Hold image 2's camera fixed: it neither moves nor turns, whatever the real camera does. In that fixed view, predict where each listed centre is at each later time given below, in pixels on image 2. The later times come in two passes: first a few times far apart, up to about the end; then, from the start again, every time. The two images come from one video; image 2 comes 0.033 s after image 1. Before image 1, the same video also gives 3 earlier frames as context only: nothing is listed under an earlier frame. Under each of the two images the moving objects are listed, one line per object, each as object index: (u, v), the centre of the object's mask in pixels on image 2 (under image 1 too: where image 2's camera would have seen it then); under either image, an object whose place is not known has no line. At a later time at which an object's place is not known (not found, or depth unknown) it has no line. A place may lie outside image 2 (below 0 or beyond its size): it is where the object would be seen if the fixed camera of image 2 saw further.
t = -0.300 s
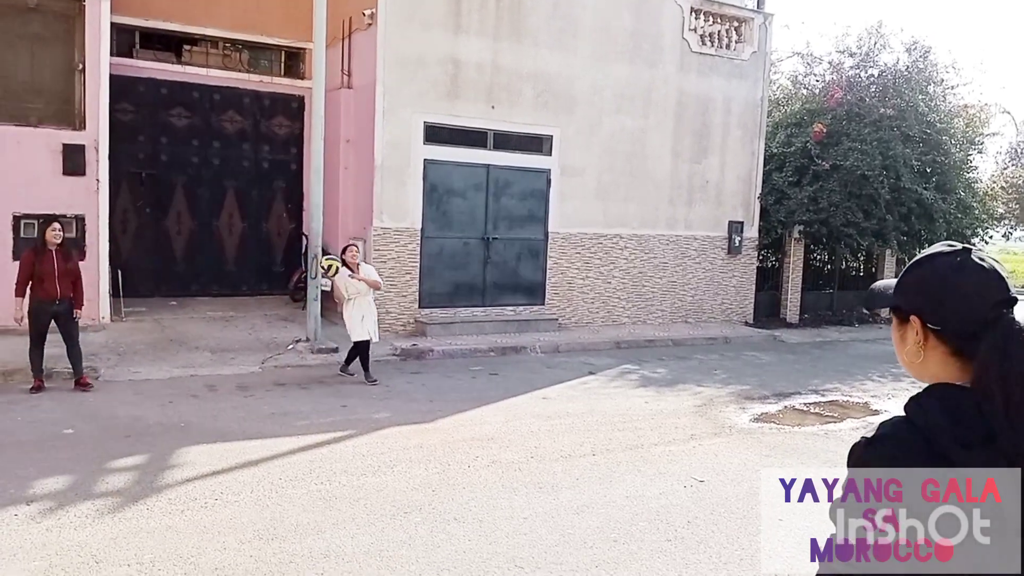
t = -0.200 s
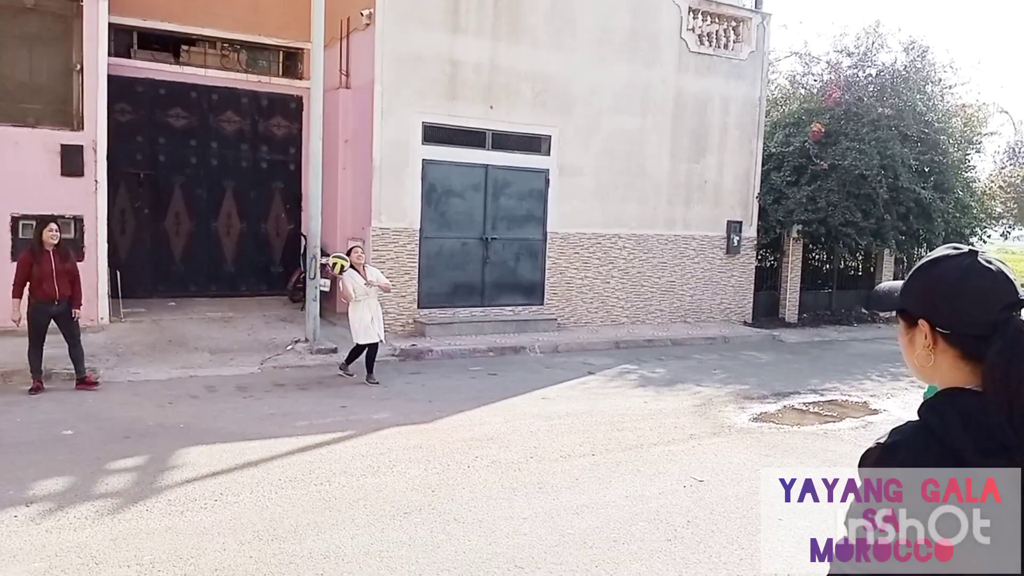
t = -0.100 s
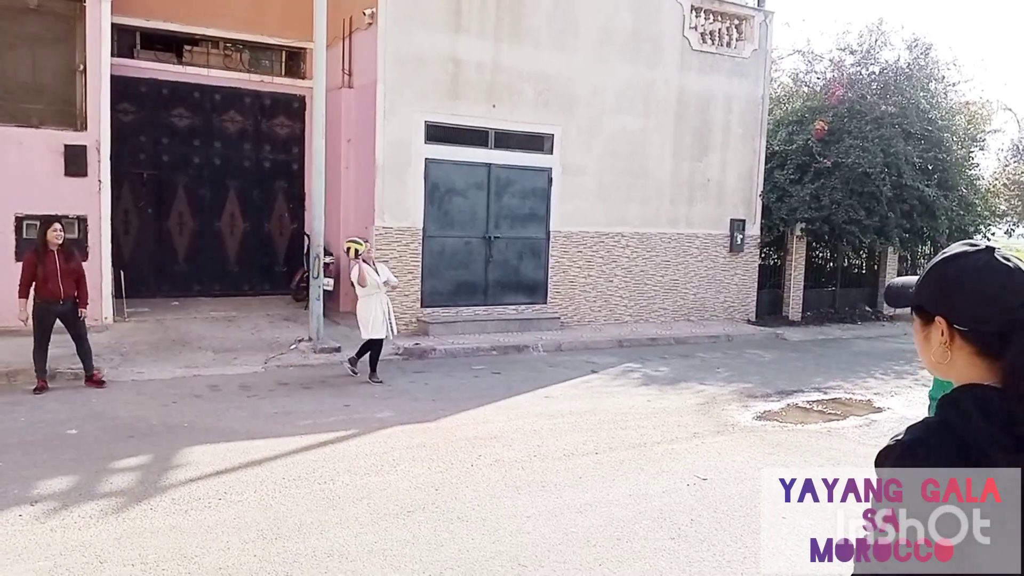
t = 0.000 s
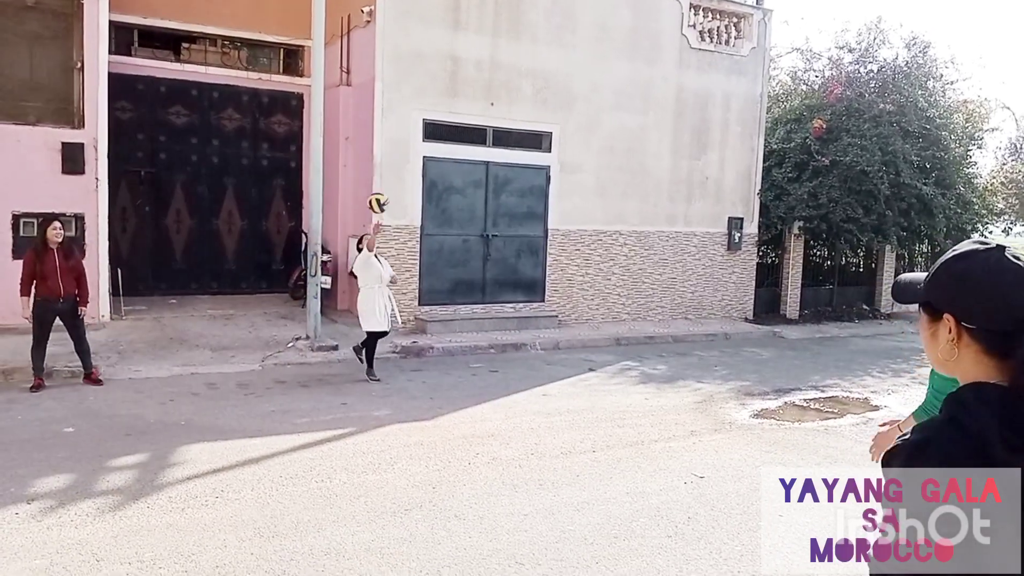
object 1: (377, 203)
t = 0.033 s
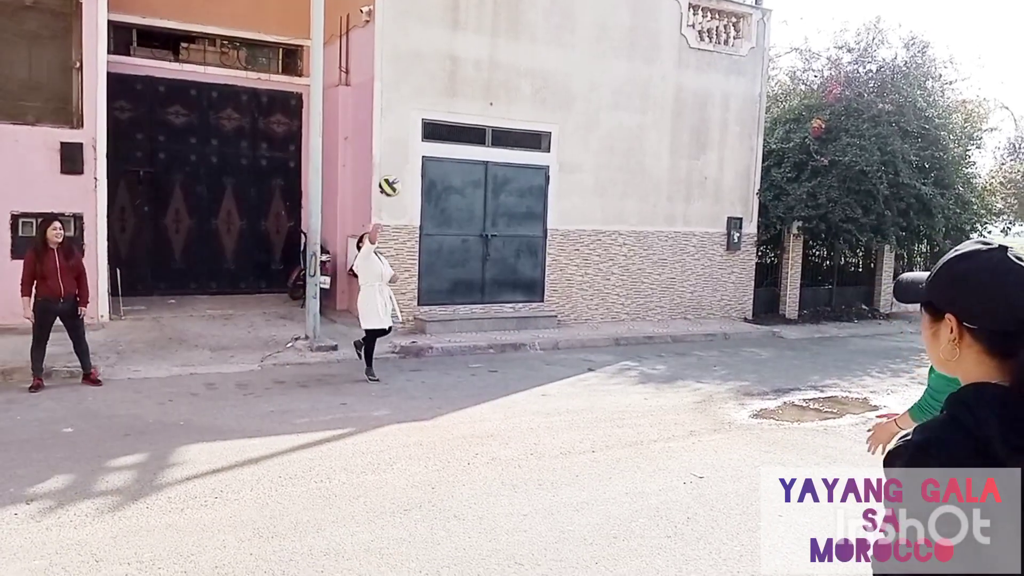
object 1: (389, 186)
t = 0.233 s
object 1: (468, 105)
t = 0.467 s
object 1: (581, 56)
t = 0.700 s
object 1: (710, 77)
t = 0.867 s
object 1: (814, 148)
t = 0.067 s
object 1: (401, 171)
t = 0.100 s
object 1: (414, 156)
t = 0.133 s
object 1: (427, 141)
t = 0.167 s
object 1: (440, 128)
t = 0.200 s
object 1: (455, 116)
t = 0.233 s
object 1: (468, 105)
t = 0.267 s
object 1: (483, 94)
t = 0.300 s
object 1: (499, 86)
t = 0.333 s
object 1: (514, 77)
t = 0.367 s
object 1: (530, 70)
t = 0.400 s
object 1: (546, 65)
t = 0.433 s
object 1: (563, 59)
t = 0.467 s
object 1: (581, 56)
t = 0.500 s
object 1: (598, 54)
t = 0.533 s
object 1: (616, 54)
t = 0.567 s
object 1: (634, 55)
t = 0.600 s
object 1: (652, 58)
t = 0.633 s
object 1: (672, 62)
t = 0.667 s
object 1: (691, 69)
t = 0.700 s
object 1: (710, 77)
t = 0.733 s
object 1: (730, 87)
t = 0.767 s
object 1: (750, 99)
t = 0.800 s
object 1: (772, 113)
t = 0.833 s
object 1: (793, 129)
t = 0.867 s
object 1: (814, 148)
